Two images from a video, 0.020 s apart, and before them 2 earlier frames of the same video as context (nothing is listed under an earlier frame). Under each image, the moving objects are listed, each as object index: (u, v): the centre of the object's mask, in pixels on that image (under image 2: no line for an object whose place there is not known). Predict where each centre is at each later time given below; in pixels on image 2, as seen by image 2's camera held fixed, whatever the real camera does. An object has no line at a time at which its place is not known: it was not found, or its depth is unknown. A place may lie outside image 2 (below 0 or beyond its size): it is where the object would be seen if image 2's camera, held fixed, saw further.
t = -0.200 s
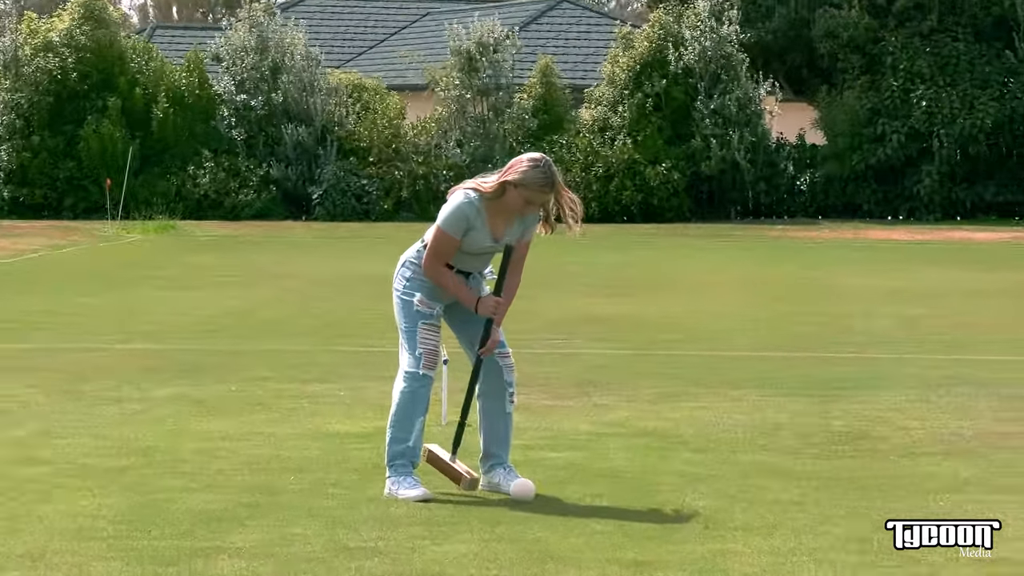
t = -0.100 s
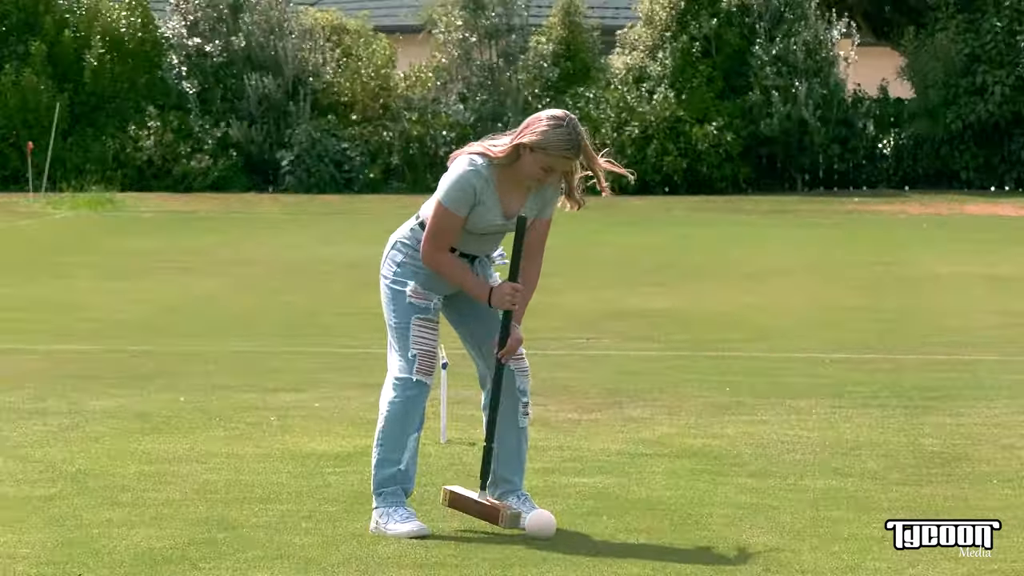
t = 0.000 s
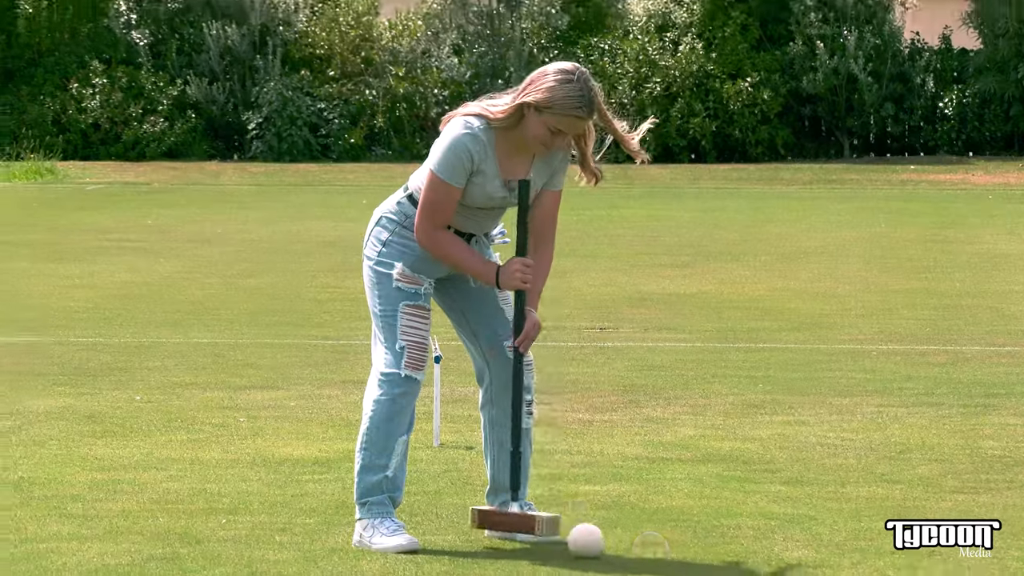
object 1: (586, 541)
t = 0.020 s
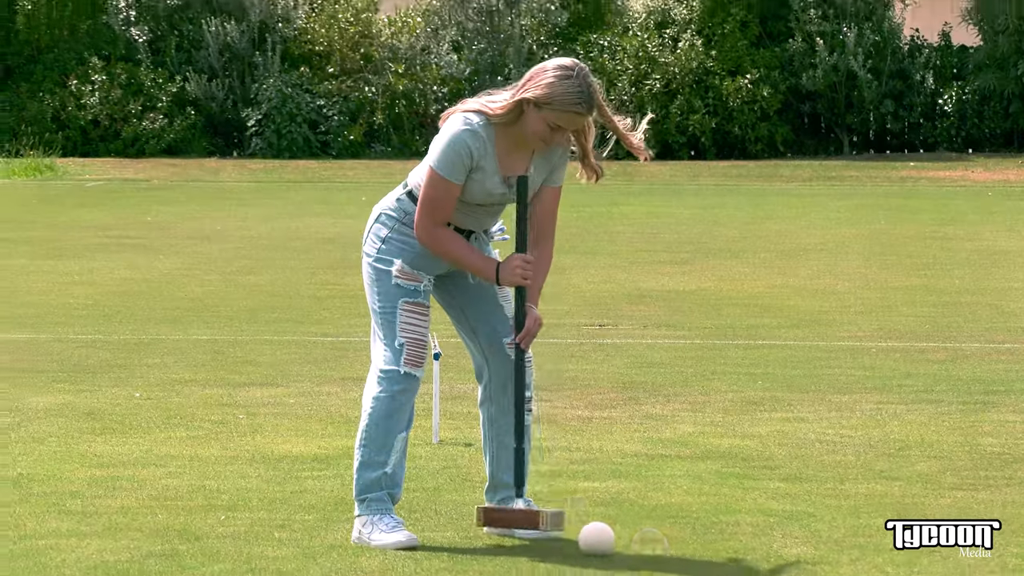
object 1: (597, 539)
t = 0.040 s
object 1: (608, 540)
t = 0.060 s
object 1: (618, 539)
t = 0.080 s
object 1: (629, 540)
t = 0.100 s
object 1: (640, 543)
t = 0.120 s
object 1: (651, 545)
